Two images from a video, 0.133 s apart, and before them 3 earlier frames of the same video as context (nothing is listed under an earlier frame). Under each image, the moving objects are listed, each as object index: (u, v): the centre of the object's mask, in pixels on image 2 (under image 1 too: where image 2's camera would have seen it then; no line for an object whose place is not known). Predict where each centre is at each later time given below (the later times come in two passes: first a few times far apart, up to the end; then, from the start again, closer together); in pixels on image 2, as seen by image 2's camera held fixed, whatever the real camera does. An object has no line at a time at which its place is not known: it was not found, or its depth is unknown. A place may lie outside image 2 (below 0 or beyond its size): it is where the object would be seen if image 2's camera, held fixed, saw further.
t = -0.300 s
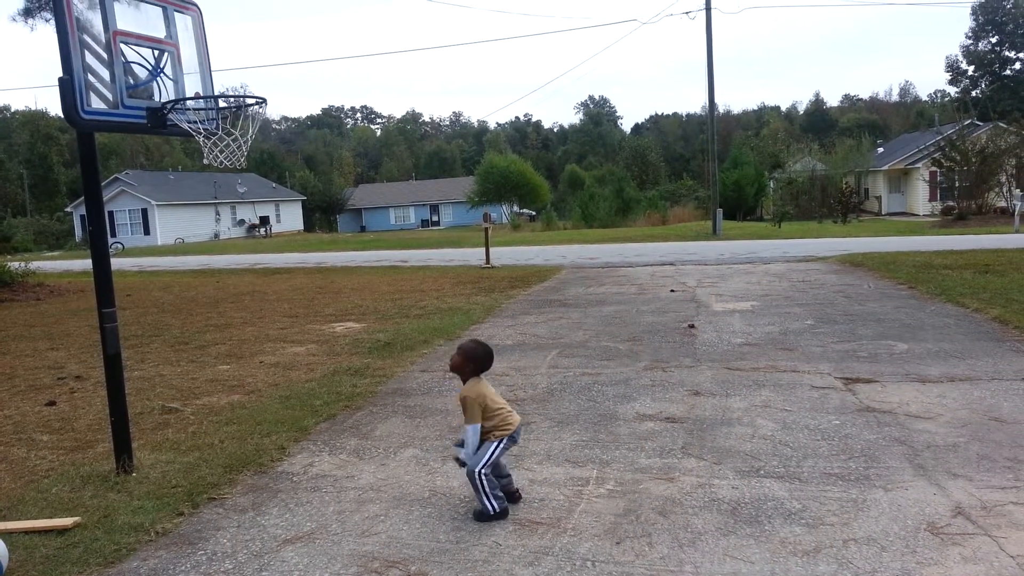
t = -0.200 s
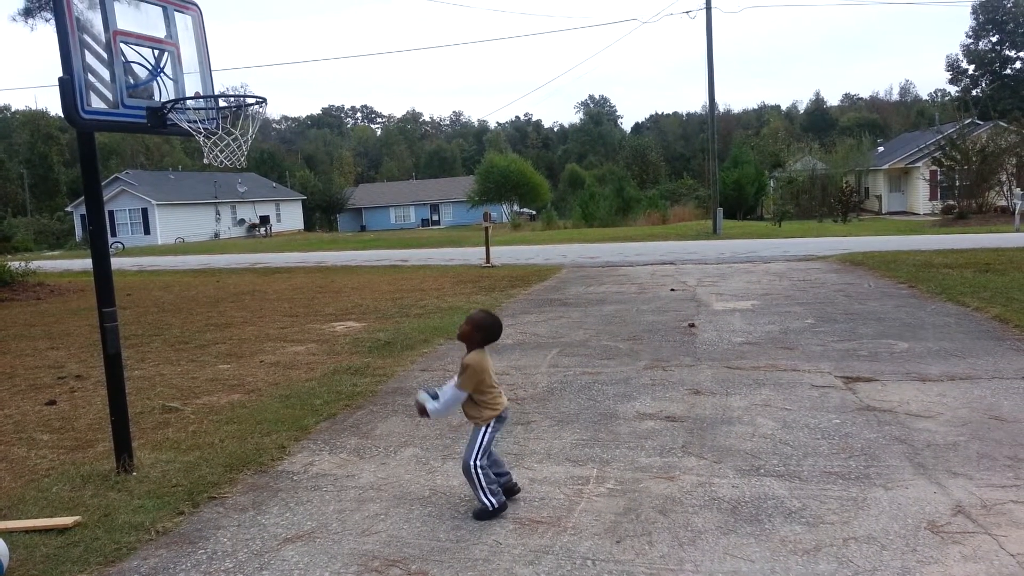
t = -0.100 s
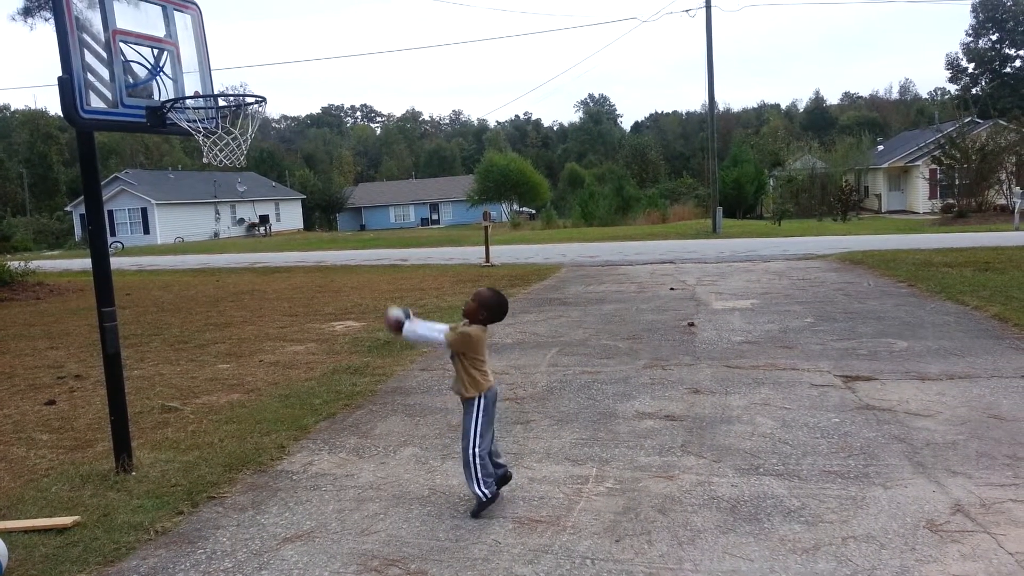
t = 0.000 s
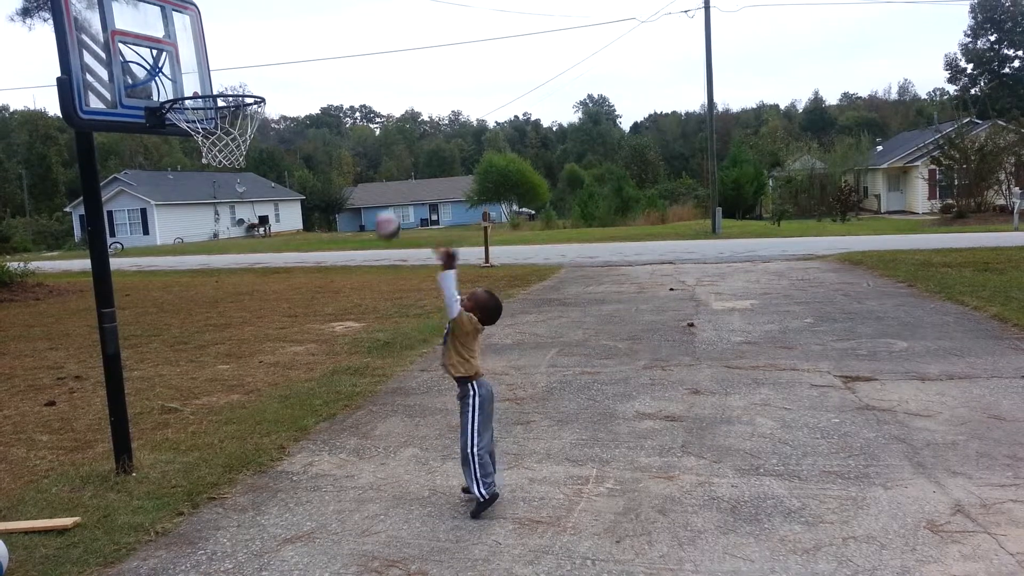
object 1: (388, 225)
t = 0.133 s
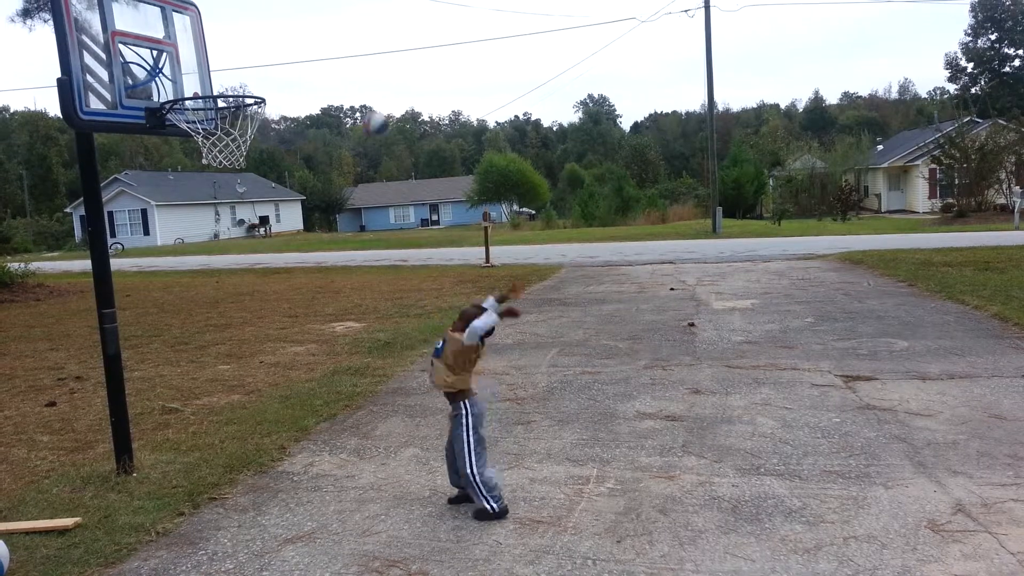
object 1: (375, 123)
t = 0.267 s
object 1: (366, 59)
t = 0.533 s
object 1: (357, 40)
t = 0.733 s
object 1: (362, 127)
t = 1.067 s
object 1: (382, 458)
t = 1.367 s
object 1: (383, 427)
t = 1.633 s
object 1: (392, 495)
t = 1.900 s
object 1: (403, 495)
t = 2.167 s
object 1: (414, 502)
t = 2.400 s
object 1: (423, 506)
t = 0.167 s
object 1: (372, 106)
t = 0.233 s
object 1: (368, 73)
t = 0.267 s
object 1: (366, 59)
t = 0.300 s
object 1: (364, 49)
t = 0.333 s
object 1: (362, 40)
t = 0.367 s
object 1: (361, 34)
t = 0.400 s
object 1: (359, 30)
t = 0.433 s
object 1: (359, 29)
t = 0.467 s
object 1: (358, 30)
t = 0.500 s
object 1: (358, 34)
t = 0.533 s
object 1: (357, 40)
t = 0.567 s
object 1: (357, 49)
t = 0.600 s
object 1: (358, 60)
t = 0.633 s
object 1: (359, 73)
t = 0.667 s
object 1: (359, 89)
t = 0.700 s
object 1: (360, 108)
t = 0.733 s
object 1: (362, 127)
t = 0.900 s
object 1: (368, 266)
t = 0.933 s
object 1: (371, 299)
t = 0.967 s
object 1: (373, 336)
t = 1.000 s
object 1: (376, 374)
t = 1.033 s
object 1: (379, 415)
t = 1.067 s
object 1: (382, 458)
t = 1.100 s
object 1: (383, 488)
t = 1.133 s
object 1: (382, 472)
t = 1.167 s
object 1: (382, 460)
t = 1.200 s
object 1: (381, 449)
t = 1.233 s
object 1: (381, 440)
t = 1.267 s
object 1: (381, 434)
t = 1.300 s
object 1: (382, 430)
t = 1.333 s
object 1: (382, 427)
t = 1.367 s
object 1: (383, 427)
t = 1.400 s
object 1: (383, 429)
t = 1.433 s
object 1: (383, 433)
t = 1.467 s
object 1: (385, 440)
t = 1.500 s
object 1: (385, 447)
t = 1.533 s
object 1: (387, 458)
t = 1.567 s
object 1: (389, 472)
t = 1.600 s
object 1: (391, 488)
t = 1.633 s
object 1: (392, 495)
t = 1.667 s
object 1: (393, 489)
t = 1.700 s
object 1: (394, 486)
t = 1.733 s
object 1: (395, 485)
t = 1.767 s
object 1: (397, 486)
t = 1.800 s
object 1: (399, 490)
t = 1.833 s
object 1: (401, 496)
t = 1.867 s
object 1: (402, 498)
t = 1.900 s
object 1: (403, 495)
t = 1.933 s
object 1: (404, 495)
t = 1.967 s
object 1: (405, 498)
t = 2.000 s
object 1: (407, 499)
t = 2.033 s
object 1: (408, 499)
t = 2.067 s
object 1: (409, 500)
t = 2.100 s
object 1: (411, 500)
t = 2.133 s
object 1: (412, 502)
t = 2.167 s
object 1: (414, 502)
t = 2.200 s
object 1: (415, 502)
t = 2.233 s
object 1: (416, 503)
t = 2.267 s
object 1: (418, 504)
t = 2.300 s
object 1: (419, 505)
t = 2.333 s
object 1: (421, 506)
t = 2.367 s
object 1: (422, 506)
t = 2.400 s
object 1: (423, 506)
